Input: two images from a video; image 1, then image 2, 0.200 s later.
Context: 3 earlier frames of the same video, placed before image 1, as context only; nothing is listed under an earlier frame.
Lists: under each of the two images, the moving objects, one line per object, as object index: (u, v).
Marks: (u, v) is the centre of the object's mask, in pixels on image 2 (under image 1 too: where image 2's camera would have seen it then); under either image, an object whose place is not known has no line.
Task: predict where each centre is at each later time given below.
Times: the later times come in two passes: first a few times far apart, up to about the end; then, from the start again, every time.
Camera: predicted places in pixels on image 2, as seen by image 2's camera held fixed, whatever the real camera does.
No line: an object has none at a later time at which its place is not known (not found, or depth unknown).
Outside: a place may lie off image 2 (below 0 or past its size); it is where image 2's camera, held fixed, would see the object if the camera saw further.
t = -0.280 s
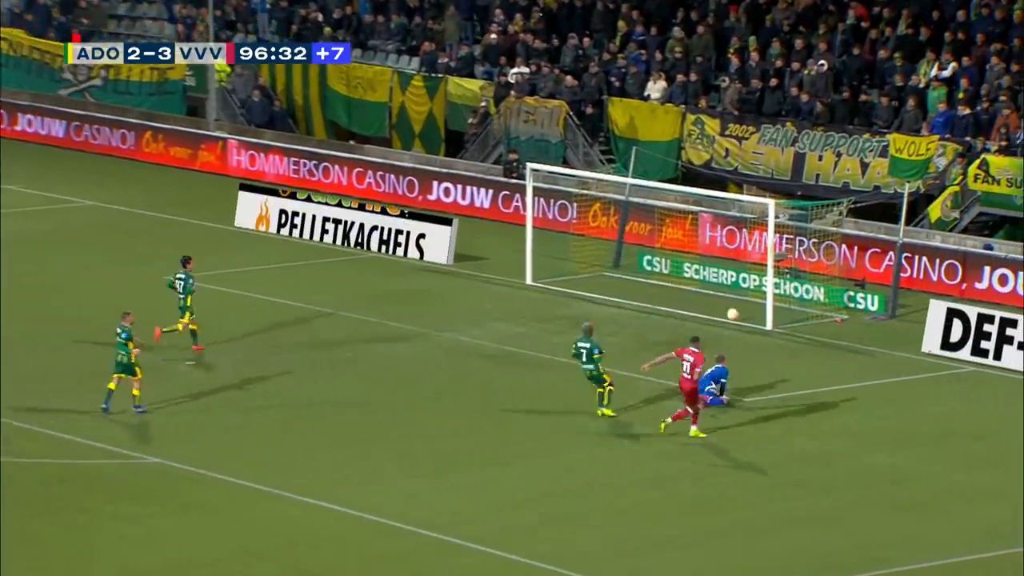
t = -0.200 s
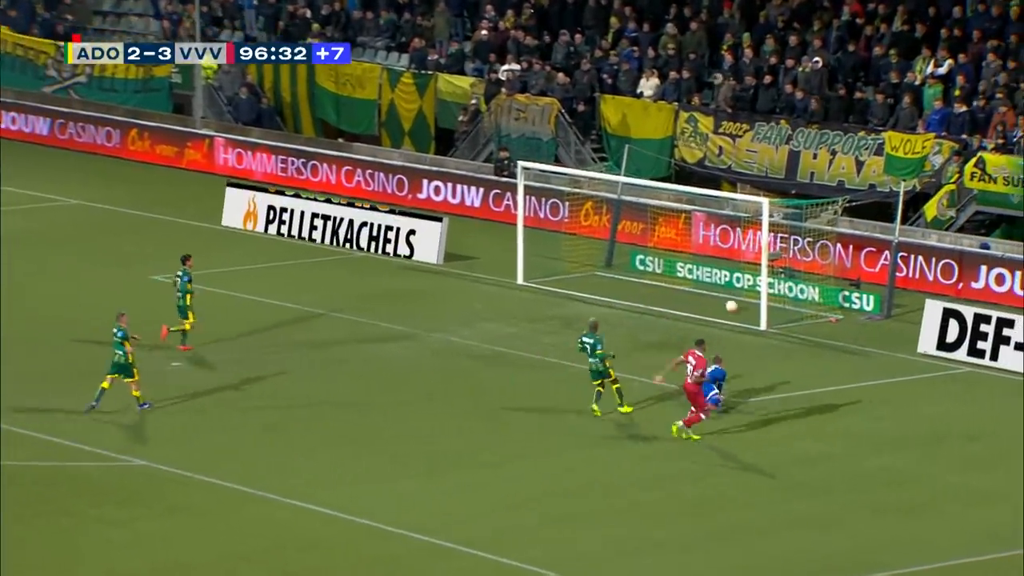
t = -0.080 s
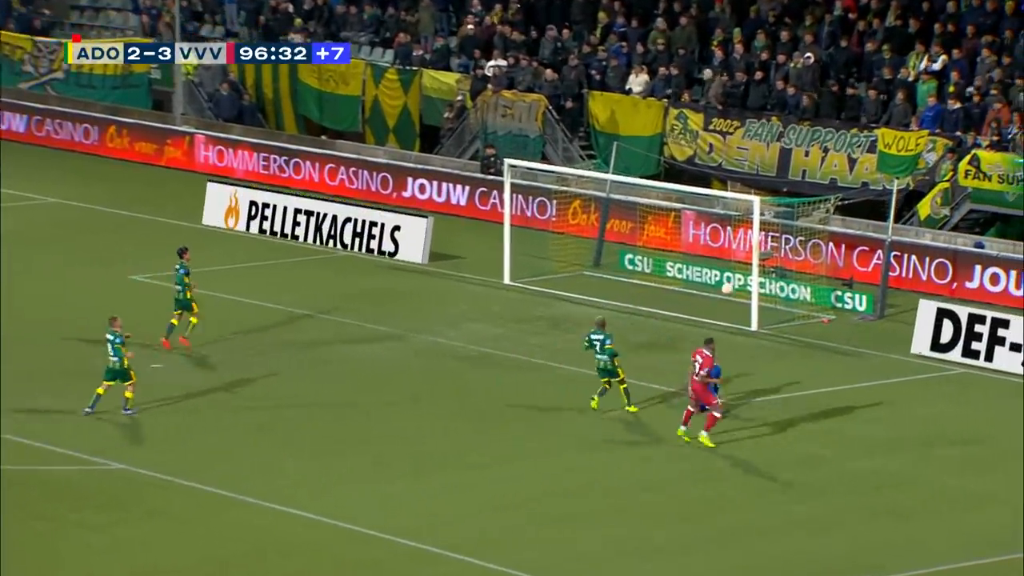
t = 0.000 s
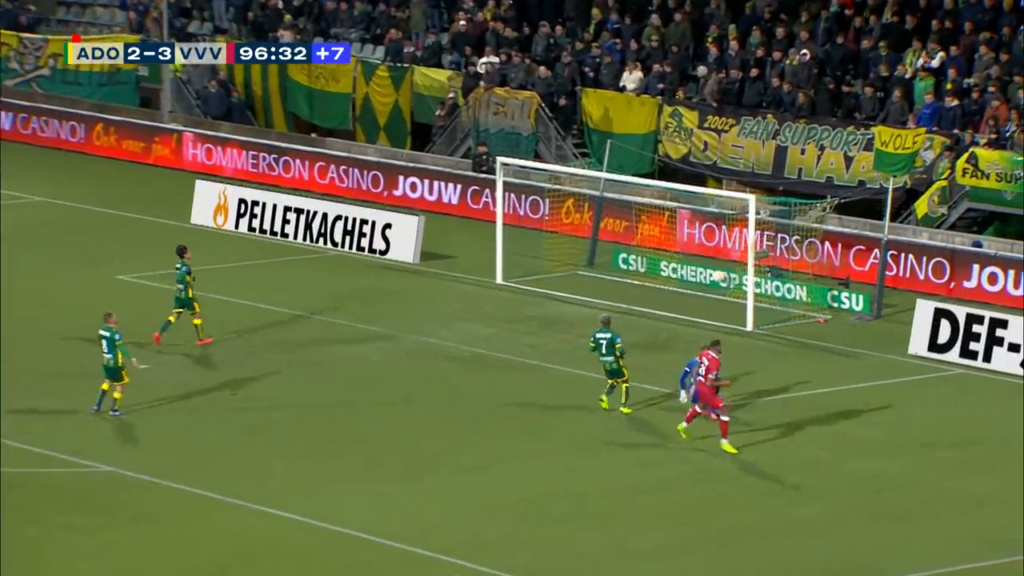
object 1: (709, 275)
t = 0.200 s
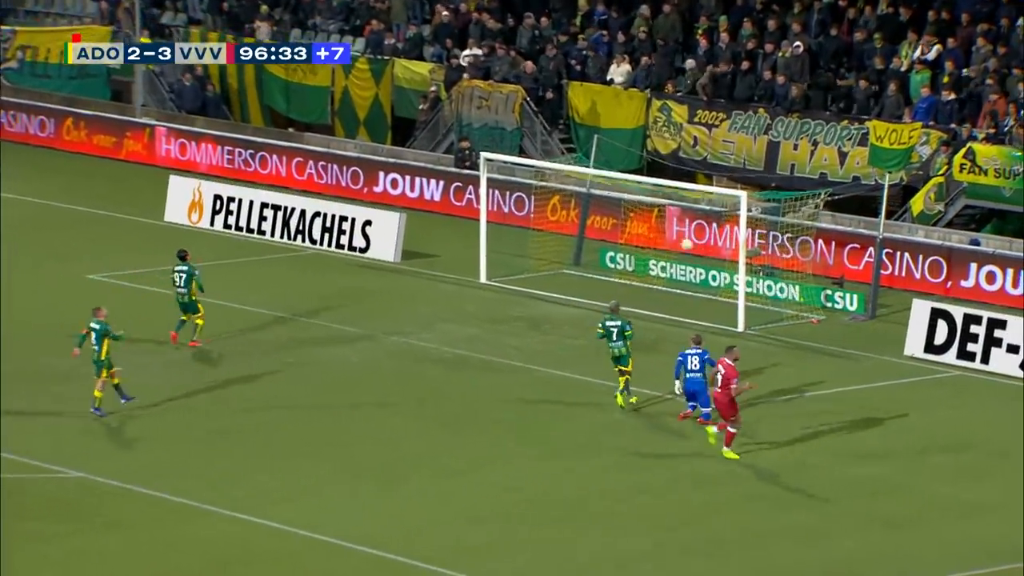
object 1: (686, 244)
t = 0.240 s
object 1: (681, 240)
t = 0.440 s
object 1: (647, 227)
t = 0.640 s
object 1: (613, 235)
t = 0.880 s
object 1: (574, 270)
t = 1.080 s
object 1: (549, 263)
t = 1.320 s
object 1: (524, 256)
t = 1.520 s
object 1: (506, 269)
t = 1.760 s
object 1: (505, 271)
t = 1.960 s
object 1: (509, 274)
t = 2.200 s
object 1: (511, 276)
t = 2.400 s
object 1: (512, 278)
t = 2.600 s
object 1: (513, 278)
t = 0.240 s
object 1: (681, 240)
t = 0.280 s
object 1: (674, 236)
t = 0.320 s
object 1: (667, 232)
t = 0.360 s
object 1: (660, 229)
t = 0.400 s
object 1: (654, 228)
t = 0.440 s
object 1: (647, 227)
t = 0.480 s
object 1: (640, 227)
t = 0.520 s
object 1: (633, 228)
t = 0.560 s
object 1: (626, 229)
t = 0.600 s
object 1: (620, 232)
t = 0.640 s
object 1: (613, 235)
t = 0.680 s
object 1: (607, 239)
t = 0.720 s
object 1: (600, 243)
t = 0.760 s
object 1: (593, 249)
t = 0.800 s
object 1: (587, 255)
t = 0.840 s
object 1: (580, 262)
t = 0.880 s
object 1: (574, 270)
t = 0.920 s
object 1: (567, 279)
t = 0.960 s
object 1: (562, 277)
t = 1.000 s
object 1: (557, 272)
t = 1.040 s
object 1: (554, 267)
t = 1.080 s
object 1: (549, 263)
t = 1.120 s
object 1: (545, 259)
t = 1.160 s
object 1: (541, 257)
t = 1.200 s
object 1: (537, 256)
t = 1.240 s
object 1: (533, 255)
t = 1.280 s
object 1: (529, 255)
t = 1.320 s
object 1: (524, 256)
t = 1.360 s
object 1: (521, 257)
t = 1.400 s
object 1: (517, 259)
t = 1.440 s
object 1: (513, 262)
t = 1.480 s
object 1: (509, 266)
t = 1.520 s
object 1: (506, 269)
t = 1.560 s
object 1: (504, 271)
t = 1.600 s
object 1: (503, 271)
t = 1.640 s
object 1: (503, 271)
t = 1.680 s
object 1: (504, 270)
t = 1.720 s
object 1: (504, 270)
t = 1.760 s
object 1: (505, 271)
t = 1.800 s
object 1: (506, 272)
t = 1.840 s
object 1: (507, 274)
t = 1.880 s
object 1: (508, 274)
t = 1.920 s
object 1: (508, 274)
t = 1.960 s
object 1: (509, 274)
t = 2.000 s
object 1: (510, 275)
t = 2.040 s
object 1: (510, 275)
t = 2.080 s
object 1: (510, 276)
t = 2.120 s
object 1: (510, 276)
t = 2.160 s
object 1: (511, 276)
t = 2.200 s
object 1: (511, 276)
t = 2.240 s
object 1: (512, 276)
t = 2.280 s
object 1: (512, 277)
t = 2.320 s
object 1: (512, 277)
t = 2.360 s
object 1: (512, 277)
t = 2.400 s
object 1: (512, 278)
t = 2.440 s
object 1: (512, 278)
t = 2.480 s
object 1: (512, 278)
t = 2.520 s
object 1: (513, 278)
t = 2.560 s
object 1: (513, 278)
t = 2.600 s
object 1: (513, 278)
